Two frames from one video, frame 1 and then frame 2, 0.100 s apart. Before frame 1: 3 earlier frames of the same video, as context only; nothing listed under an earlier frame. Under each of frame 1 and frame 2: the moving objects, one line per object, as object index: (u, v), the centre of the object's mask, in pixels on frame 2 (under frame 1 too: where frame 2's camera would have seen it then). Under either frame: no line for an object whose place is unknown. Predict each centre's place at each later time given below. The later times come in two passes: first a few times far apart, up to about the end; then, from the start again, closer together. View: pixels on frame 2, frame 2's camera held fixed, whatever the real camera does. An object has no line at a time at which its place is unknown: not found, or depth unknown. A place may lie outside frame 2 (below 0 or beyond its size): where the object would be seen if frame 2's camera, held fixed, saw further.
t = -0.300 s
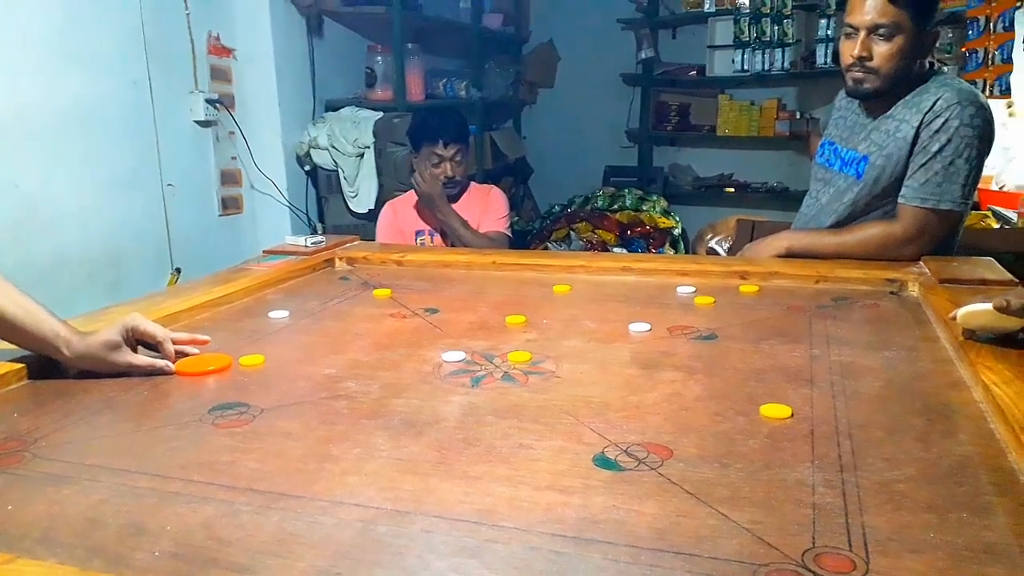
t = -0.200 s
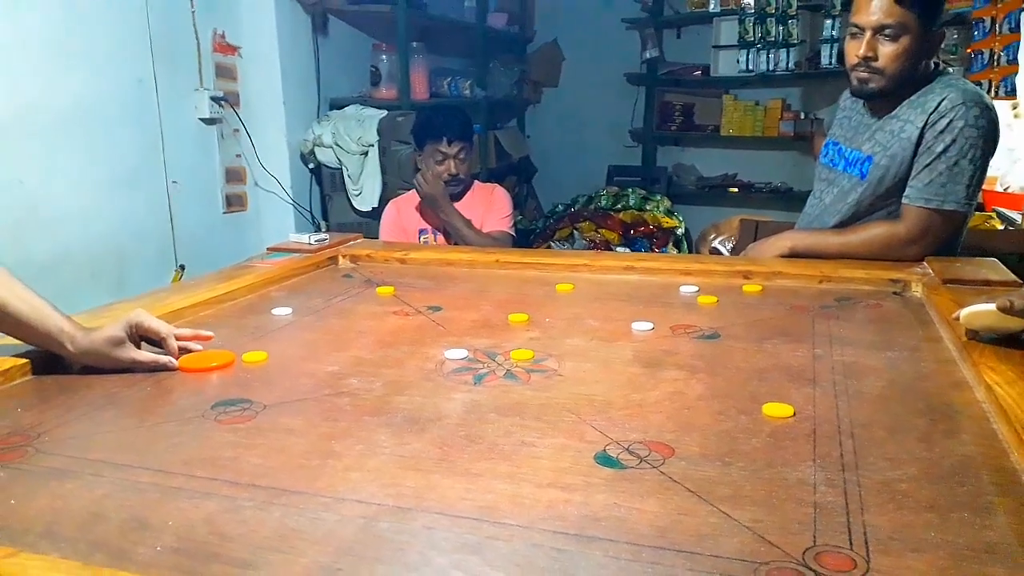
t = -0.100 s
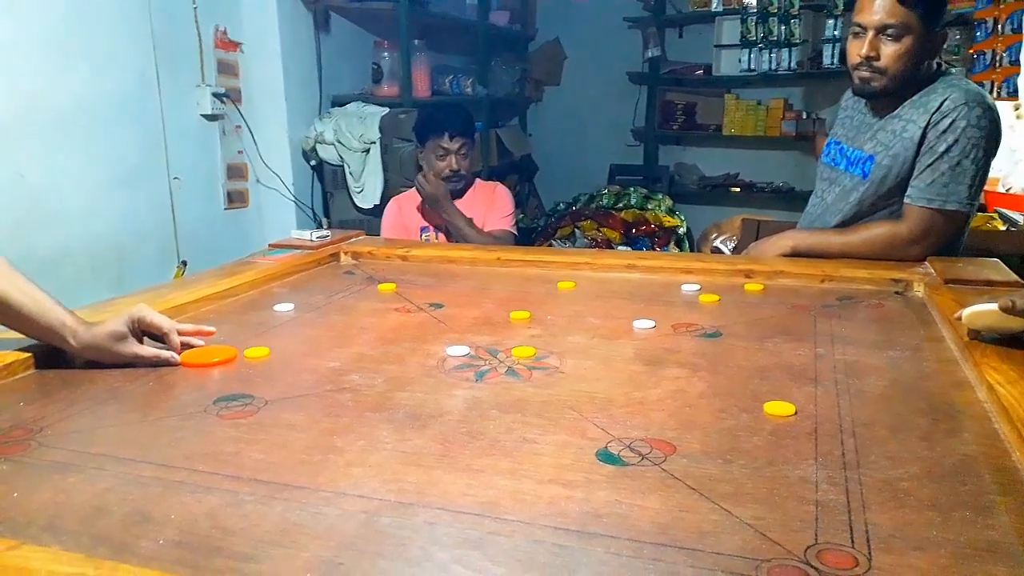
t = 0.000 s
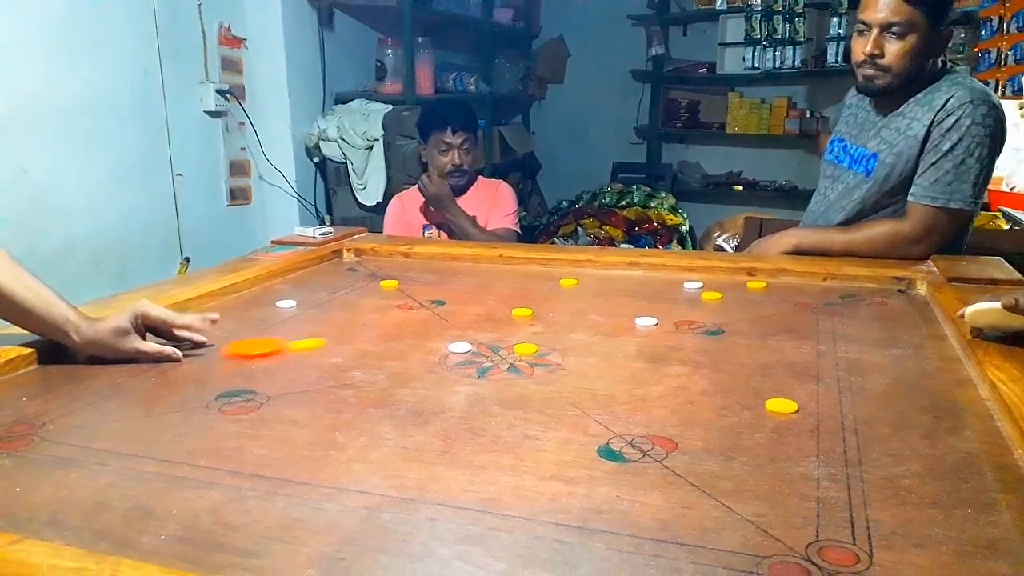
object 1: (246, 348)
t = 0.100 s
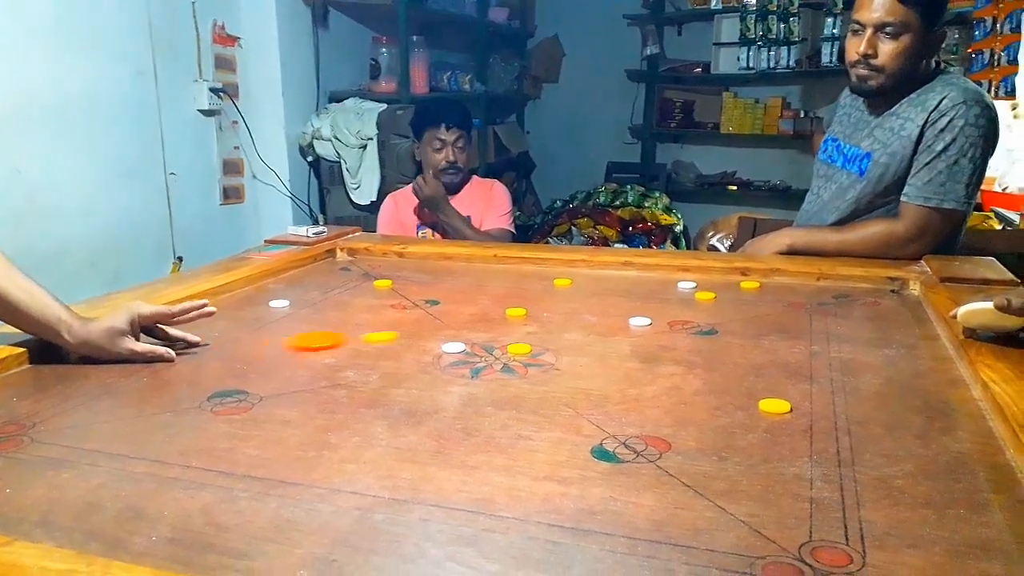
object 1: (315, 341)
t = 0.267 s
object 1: (421, 330)
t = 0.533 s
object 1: (561, 317)
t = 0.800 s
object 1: (679, 307)
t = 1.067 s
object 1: (780, 299)
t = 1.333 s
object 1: (867, 294)
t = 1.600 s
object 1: (864, 290)
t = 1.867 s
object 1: (818, 287)
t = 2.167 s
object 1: (778, 285)
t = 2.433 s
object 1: (755, 284)
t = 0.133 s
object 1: (339, 338)
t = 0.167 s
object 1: (361, 336)
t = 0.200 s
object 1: (381, 334)
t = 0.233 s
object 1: (401, 332)
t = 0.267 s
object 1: (421, 330)
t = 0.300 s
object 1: (440, 328)
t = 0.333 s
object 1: (458, 326)
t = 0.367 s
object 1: (476, 324)
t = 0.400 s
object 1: (493, 323)
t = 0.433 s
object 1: (511, 321)
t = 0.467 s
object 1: (528, 319)
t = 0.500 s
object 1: (545, 318)
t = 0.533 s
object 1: (561, 317)
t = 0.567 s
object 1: (576, 315)
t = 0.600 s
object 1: (592, 314)
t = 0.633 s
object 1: (607, 312)
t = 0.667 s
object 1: (621, 311)
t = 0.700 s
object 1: (637, 310)
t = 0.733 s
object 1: (650, 309)
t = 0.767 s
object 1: (664, 308)
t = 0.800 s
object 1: (679, 307)
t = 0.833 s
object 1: (693, 306)
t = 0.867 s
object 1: (707, 305)
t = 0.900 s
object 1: (719, 304)
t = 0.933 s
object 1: (732, 303)
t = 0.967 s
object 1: (744, 302)
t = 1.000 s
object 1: (757, 301)
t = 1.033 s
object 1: (768, 300)
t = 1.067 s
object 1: (780, 299)
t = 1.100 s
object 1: (791, 299)
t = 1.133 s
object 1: (803, 298)
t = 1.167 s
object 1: (813, 298)
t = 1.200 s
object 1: (824, 297)
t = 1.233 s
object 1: (835, 296)
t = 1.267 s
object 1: (845, 295)
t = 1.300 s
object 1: (857, 295)
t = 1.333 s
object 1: (867, 294)
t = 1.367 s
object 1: (877, 293)
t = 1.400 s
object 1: (886, 293)
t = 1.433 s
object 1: (895, 292)
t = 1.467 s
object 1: (891, 291)
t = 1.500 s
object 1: (884, 290)
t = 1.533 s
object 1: (877, 290)
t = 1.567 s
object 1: (871, 289)
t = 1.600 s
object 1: (864, 290)
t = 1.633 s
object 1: (858, 289)
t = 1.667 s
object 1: (851, 289)
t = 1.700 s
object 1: (845, 289)
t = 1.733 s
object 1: (840, 288)
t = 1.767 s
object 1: (834, 288)
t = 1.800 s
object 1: (828, 288)
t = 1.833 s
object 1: (824, 287)
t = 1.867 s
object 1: (818, 287)
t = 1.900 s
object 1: (814, 287)
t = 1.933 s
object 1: (807, 287)
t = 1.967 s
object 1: (804, 286)
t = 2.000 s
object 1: (798, 286)
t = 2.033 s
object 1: (793, 285)
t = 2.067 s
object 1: (788, 285)
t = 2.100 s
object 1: (785, 285)
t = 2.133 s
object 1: (781, 285)
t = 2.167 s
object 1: (778, 285)
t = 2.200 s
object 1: (774, 285)
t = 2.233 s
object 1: (771, 285)
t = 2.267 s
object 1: (768, 285)
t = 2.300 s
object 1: (766, 285)
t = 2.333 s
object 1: (763, 285)
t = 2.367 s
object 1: (760, 285)
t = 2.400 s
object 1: (758, 285)
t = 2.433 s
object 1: (755, 284)
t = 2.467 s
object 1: (754, 285)
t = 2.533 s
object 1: (751, 285)
